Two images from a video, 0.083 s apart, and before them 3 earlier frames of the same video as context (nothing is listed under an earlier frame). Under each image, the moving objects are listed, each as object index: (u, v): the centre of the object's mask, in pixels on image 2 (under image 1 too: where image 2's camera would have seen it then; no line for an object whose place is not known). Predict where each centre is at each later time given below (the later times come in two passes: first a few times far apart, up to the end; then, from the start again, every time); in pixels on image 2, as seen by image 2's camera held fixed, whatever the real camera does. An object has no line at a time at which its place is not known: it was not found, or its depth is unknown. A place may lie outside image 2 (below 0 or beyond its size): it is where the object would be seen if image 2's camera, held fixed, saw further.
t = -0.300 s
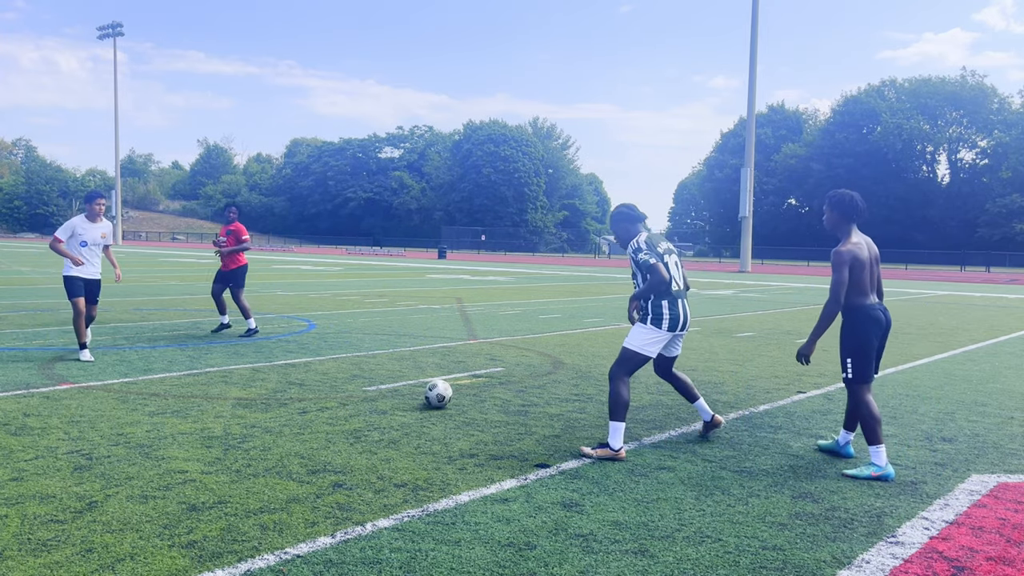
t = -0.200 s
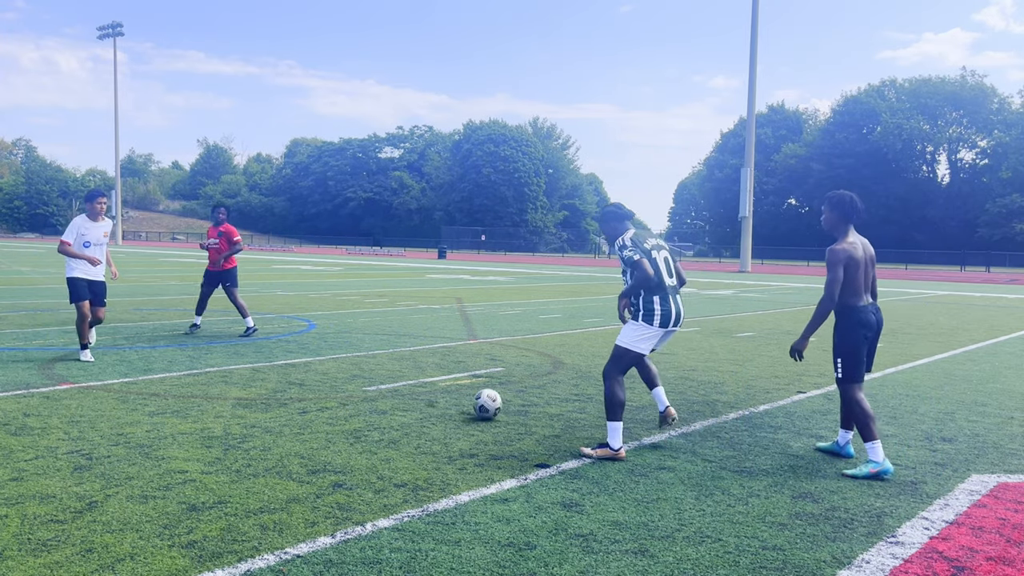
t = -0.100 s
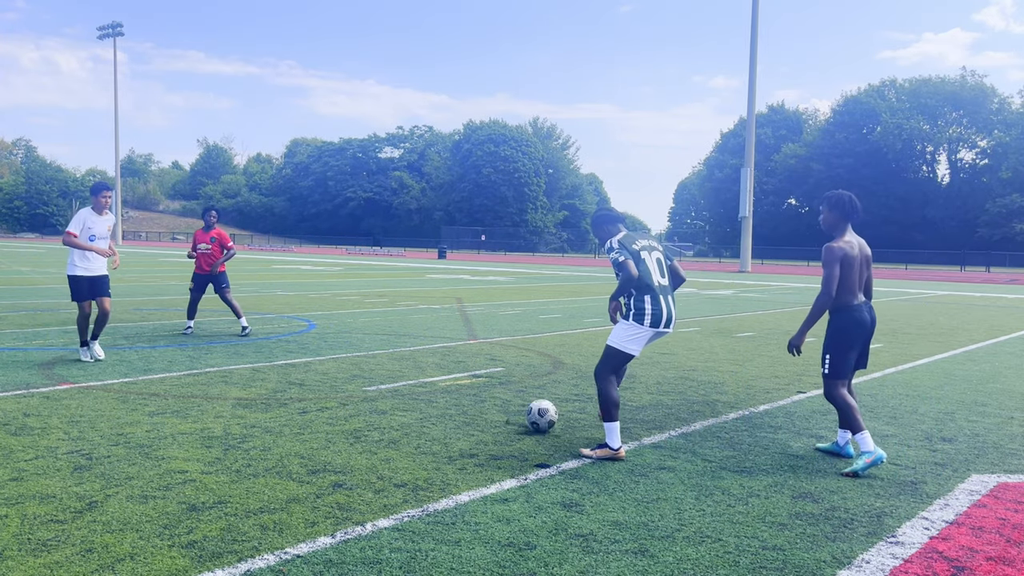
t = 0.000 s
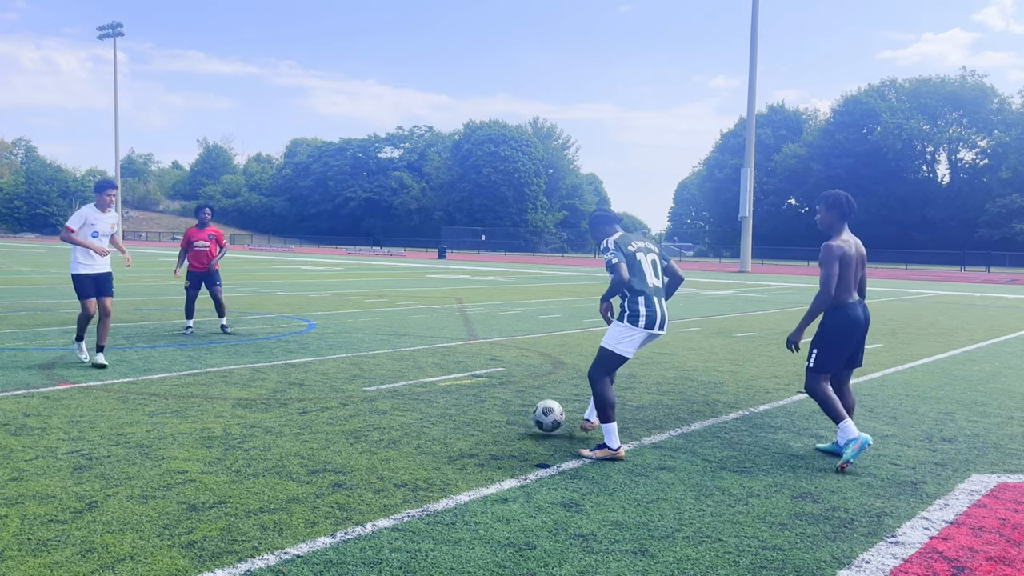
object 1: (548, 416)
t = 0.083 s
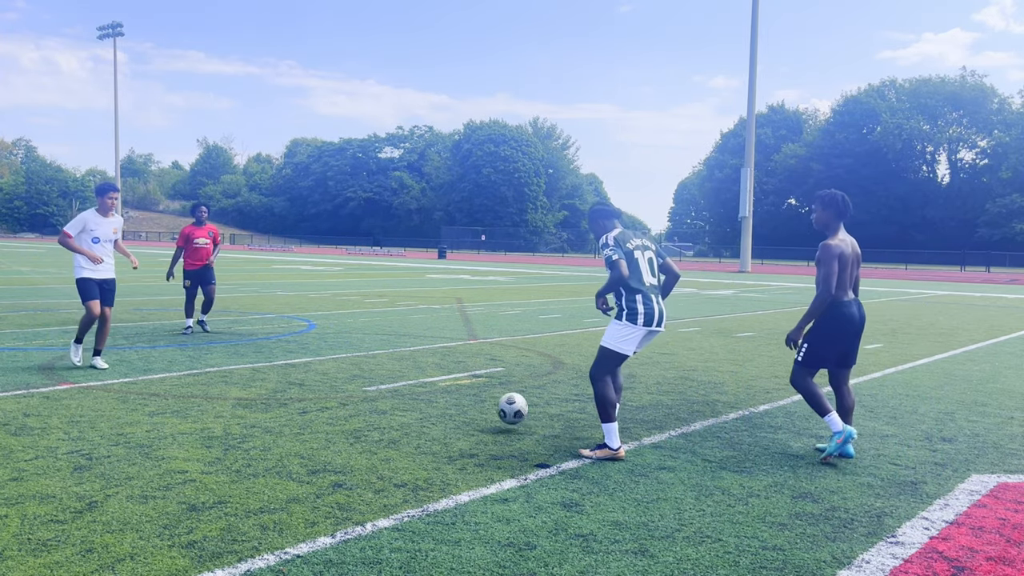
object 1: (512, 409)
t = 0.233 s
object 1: (458, 404)
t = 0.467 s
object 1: (394, 398)
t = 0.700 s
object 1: (334, 394)
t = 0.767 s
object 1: (318, 392)
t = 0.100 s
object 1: (505, 408)
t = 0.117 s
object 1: (498, 408)
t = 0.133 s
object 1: (491, 409)
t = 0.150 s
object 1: (484, 410)
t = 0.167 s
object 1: (477, 411)
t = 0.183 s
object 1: (471, 409)
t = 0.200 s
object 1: (467, 407)
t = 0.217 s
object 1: (462, 405)
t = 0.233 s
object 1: (458, 404)
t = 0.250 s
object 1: (454, 403)
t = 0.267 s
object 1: (449, 402)
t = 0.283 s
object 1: (444, 401)
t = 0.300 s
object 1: (440, 401)
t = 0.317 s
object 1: (435, 401)
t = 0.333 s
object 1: (430, 402)
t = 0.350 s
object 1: (426, 404)
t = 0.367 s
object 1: (421, 405)
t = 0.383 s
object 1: (417, 404)
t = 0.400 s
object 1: (412, 402)
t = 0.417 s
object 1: (407, 400)
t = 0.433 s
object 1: (403, 398)
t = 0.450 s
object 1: (398, 398)
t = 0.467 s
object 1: (394, 398)
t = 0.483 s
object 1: (389, 398)
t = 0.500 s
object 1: (385, 398)
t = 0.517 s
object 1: (381, 399)
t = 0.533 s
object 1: (376, 399)
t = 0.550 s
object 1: (372, 398)
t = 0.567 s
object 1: (368, 397)
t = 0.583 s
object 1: (363, 396)
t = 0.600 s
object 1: (359, 396)
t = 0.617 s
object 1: (355, 396)
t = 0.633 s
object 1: (350, 396)
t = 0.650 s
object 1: (347, 396)
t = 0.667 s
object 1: (342, 395)
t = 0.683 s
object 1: (338, 394)
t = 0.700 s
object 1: (334, 394)
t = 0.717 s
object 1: (330, 394)
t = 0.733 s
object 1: (326, 394)
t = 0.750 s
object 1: (322, 393)
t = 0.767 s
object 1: (318, 392)
